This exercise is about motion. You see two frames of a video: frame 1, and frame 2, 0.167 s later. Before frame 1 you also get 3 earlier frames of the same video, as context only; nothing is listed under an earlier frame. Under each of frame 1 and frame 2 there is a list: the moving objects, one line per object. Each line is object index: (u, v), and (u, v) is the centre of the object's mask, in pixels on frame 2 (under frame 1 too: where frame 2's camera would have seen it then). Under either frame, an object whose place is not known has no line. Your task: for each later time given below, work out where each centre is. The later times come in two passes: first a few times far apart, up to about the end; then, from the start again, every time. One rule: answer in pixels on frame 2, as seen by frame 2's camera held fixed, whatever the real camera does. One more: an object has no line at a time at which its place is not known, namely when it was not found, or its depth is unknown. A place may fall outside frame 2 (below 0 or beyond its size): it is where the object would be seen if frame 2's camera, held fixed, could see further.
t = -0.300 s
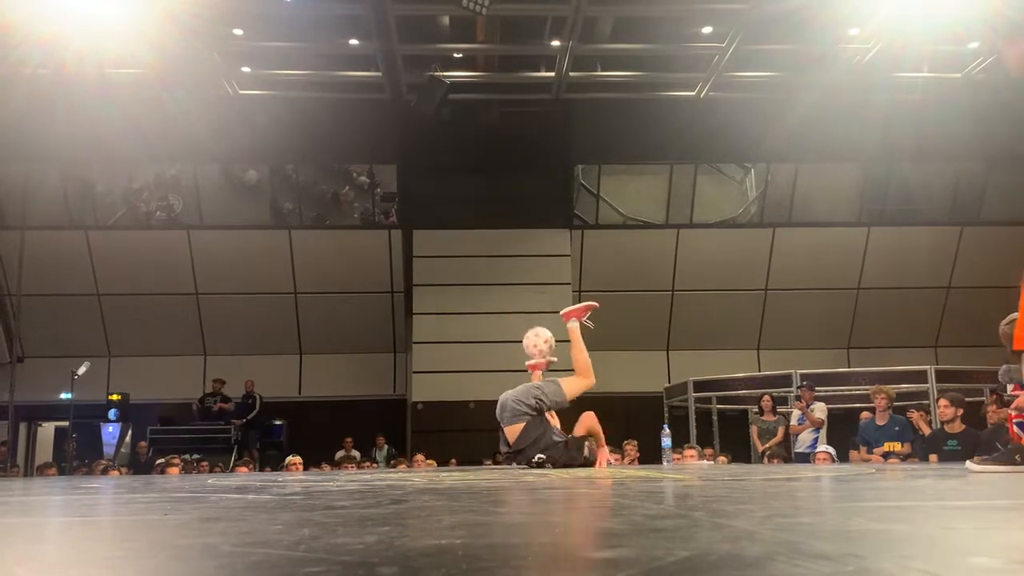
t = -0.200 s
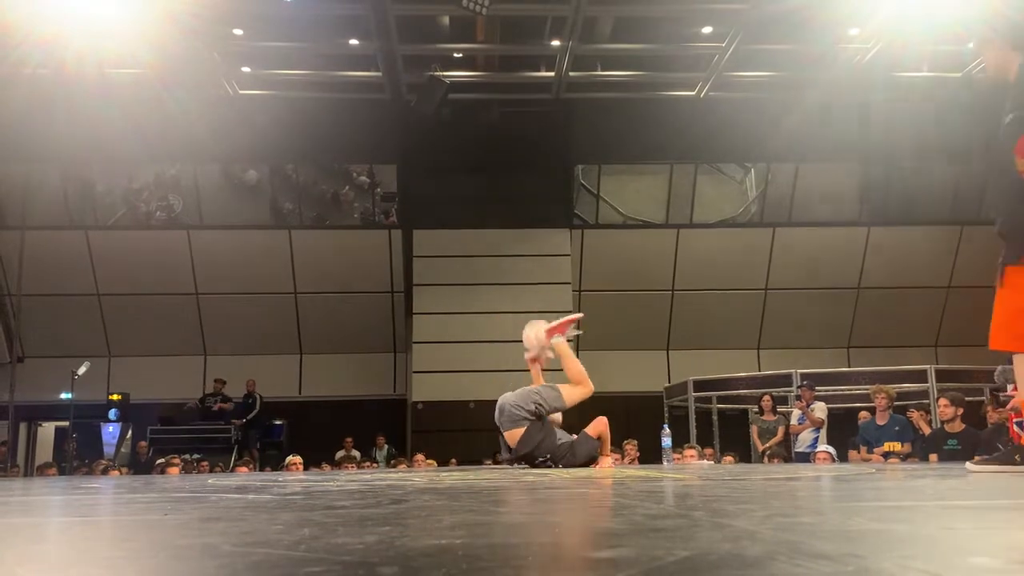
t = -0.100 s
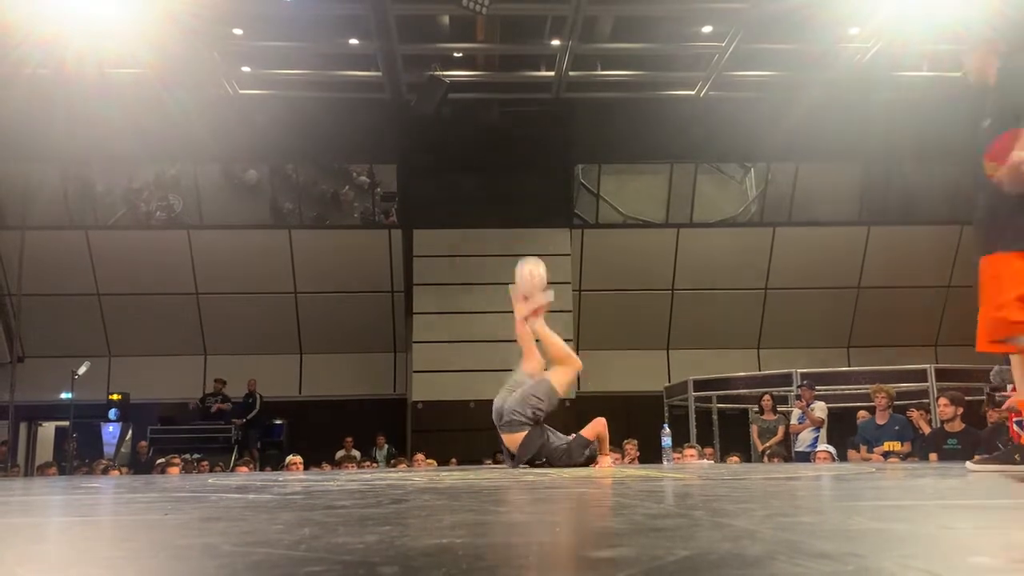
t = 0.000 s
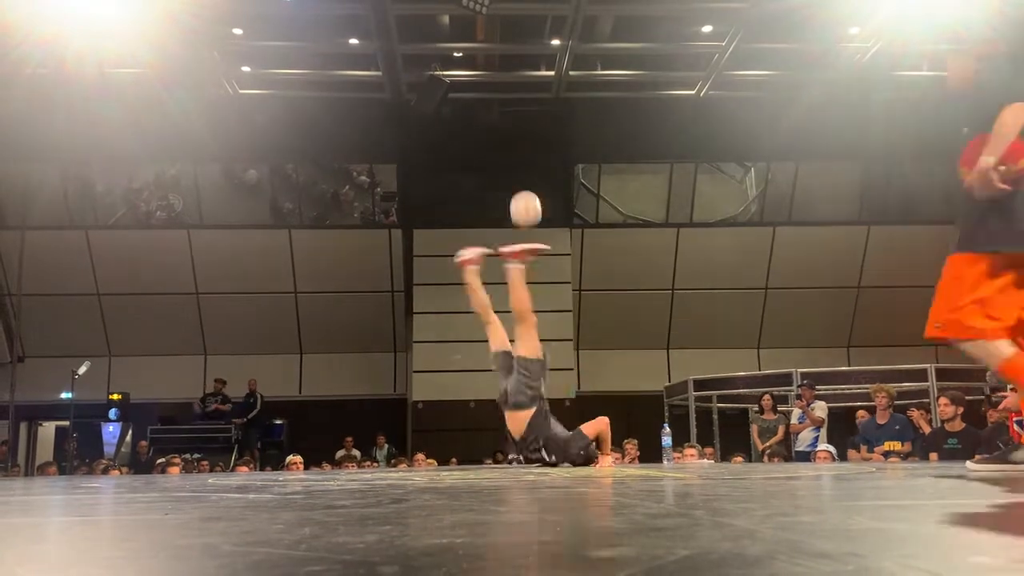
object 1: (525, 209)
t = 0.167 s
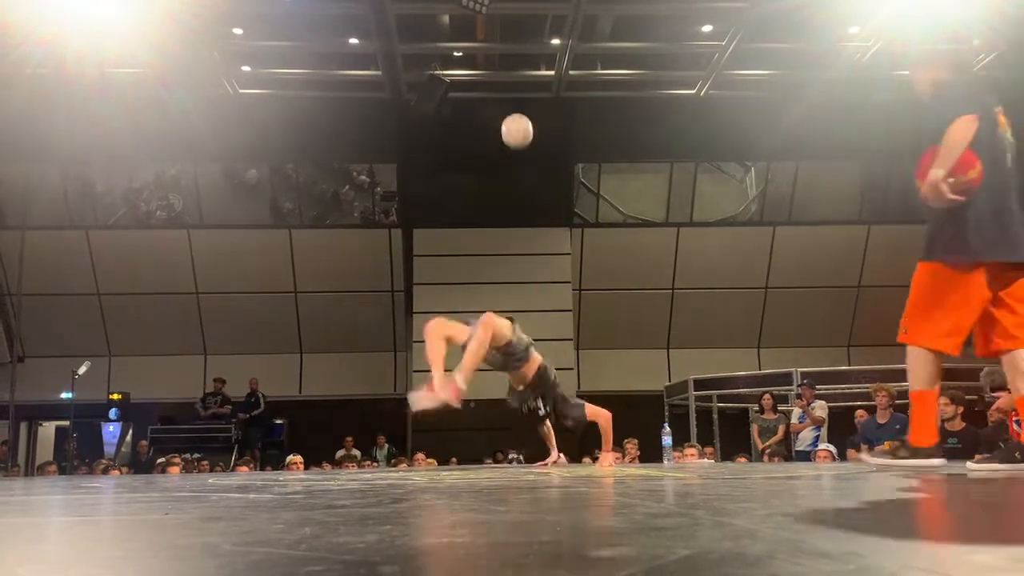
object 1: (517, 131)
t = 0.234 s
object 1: (513, 111)
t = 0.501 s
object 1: (501, 87)
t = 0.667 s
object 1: (493, 121)
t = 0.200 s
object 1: (515, 120)
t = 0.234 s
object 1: (513, 111)
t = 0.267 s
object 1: (512, 102)
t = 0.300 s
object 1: (510, 96)
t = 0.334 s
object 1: (508, 91)
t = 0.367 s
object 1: (507, 87)
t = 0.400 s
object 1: (505, 85)
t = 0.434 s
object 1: (504, 84)
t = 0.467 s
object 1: (502, 85)
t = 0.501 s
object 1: (501, 87)
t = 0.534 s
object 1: (499, 91)
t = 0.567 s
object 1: (498, 96)
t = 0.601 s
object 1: (496, 103)
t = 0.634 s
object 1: (495, 112)
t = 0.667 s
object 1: (493, 121)
